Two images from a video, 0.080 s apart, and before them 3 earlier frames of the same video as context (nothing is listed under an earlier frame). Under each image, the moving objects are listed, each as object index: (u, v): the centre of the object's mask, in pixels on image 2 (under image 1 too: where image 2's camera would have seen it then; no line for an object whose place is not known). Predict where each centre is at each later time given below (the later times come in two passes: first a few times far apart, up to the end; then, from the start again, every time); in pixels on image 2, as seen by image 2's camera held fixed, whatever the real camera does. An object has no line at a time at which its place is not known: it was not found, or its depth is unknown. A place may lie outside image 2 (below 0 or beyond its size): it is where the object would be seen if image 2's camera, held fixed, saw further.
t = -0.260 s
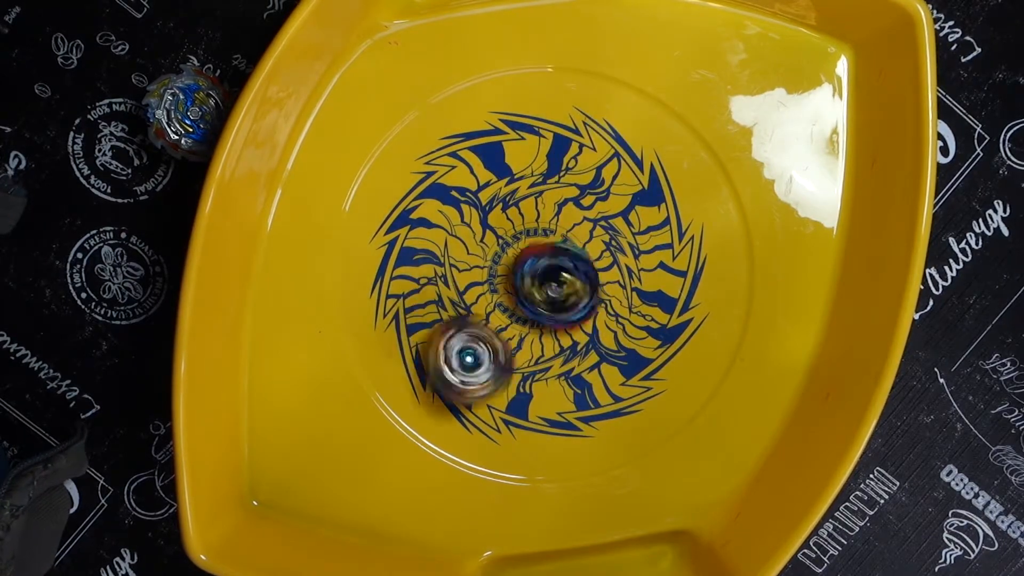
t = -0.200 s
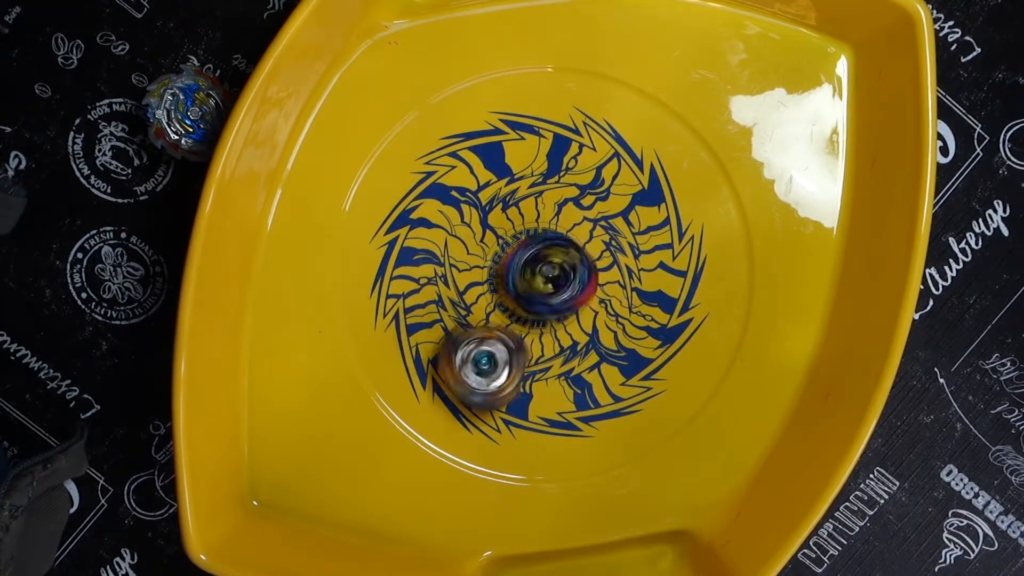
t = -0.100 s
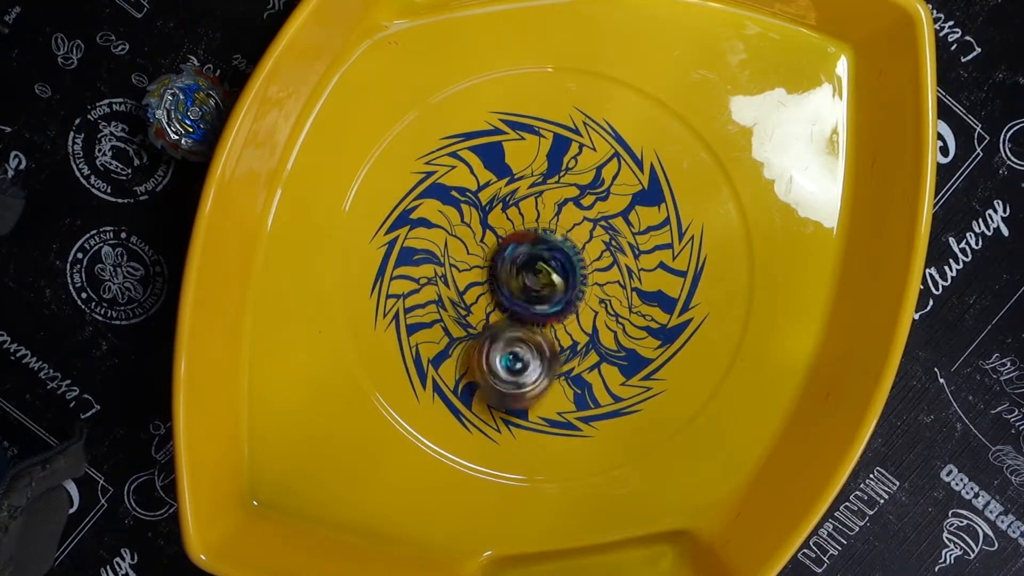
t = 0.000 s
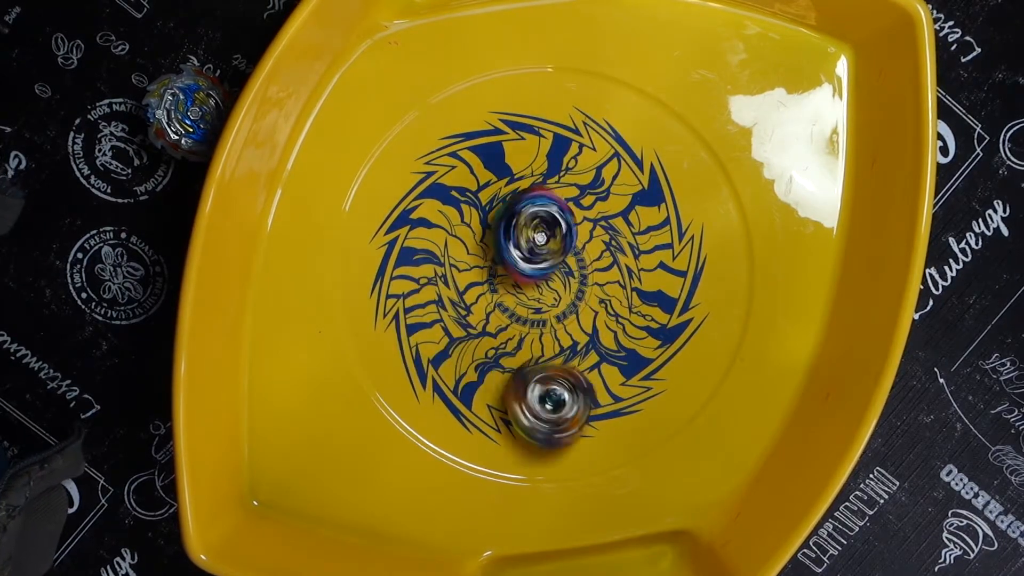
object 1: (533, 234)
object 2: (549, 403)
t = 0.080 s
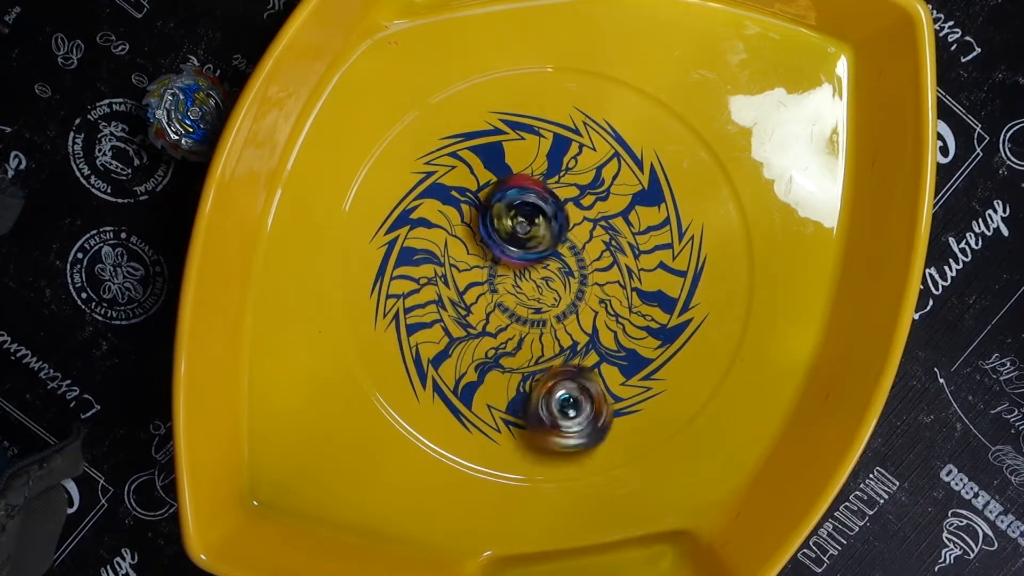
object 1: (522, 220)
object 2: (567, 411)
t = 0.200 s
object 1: (510, 210)
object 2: (600, 393)
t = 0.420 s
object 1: (498, 251)
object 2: (620, 325)
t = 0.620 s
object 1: (497, 271)
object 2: (593, 246)
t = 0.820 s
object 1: (476, 277)
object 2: (574, 176)
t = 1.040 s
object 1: (487, 270)
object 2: (522, 171)
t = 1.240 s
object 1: (486, 298)
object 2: (492, 198)
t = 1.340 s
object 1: (498, 306)
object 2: (487, 204)
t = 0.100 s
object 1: (520, 218)
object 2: (573, 408)
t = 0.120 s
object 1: (517, 216)
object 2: (578, 407)
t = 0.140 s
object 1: (514, 214)
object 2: (584, 404)
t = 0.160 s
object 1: (511, 212)
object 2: (591, 401)
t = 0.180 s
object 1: (510, 210)
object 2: (595, 398)
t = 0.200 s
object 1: (510, 210)
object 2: (600, 393)
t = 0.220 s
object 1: (510, 211)
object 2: (605, 390)
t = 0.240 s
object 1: (510, 213)
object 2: (608, 385)
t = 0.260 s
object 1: (510, 216)
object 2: (611, 380)
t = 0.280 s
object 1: (510, 221)
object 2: (614, 374)
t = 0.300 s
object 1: (509, 226)
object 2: (616, 368)
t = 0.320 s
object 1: (507, 232)
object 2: (619, 362)
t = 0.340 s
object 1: (504, 239)
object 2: (621, 355)
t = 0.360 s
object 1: (500, 243)
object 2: (621, 348)
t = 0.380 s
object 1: (499, 246)
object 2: (623, 340)
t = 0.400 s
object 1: (498, 249)
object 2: (621, 333)
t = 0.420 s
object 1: (498, 251)
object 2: (620, 325)
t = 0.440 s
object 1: (498, 252)
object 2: (618, 319)
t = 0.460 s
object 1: (498, 254)
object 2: (616, 310)
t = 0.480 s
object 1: (498, 257)
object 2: (615, 302)
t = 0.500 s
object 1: (499, 259)
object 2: (611, 295)
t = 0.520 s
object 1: (502, 261)
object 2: (608, 287)
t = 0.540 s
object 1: (503, 263)
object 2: (603, 281)
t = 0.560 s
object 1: (505, 264)
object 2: (599, 272)
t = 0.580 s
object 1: (505, 266)
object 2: (595, 265)
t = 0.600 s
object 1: (503, 268)
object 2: (592, 257)
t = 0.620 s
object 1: (497, 271)
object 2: (593, 246)
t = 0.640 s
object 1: (490, 273)
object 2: (592, 235)
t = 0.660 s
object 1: (482, 273)
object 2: (593, 227)
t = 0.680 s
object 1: (477, 270)
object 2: (593, 218)
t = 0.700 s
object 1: (476, 270)
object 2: (592, 209)
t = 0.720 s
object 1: (475, 269)
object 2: (588, 201)
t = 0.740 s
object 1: (476, 269)
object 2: (585, 196)
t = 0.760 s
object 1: (476, 271)
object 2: (583, 191)
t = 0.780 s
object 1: (475, 272)
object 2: (580, 185)
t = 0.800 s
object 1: (476, 275)
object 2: (577, 180)
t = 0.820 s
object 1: (476, 277)
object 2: (574, 176)
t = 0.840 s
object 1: (477, 278)
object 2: (571, 171)
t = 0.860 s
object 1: (476, 278)
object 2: (566, 169)
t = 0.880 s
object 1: (476, 277)
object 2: (562, 167)
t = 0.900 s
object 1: (476, 276)
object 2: (556, 164)
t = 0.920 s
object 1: (476, 275)
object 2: (552, 164)
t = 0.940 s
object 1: (477, 273)
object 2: (548, 163)
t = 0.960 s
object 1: (479, 272)
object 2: (543, 163)
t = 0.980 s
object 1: (480, 271)
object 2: (539, 164)
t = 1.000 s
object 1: (482, 270)
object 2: (533, 165)
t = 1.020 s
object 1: (485, 270)
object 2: (528, 168)
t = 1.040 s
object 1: (487, 270)
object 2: (522, 171)
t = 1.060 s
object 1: (488, 270)
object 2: (518, 176)
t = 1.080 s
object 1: (489, 271)
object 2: (514, 182)
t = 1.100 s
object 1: (489, 276)
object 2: (512, 182)
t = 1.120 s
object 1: (489, 283)
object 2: (507, 182)
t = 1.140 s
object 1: (488, 288)
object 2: (502, 181)
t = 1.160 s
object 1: (487, 293)
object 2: (498, 181)
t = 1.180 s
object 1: (485, 296)
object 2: (495, 184)
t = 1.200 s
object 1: (485, 297)
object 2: (493, 188)
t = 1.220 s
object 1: (485, 298)
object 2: (492, 193)
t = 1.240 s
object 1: (486, 298)
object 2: (492, 198)
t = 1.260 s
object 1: (488, 297)
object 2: (492, 203)
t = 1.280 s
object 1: (491, 298)
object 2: (493, 205)
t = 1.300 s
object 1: (493, 301)
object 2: (490, 205)
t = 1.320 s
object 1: (496, 304)
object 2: (487, 206)
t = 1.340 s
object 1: (498, 306)
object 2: (487, 204)
